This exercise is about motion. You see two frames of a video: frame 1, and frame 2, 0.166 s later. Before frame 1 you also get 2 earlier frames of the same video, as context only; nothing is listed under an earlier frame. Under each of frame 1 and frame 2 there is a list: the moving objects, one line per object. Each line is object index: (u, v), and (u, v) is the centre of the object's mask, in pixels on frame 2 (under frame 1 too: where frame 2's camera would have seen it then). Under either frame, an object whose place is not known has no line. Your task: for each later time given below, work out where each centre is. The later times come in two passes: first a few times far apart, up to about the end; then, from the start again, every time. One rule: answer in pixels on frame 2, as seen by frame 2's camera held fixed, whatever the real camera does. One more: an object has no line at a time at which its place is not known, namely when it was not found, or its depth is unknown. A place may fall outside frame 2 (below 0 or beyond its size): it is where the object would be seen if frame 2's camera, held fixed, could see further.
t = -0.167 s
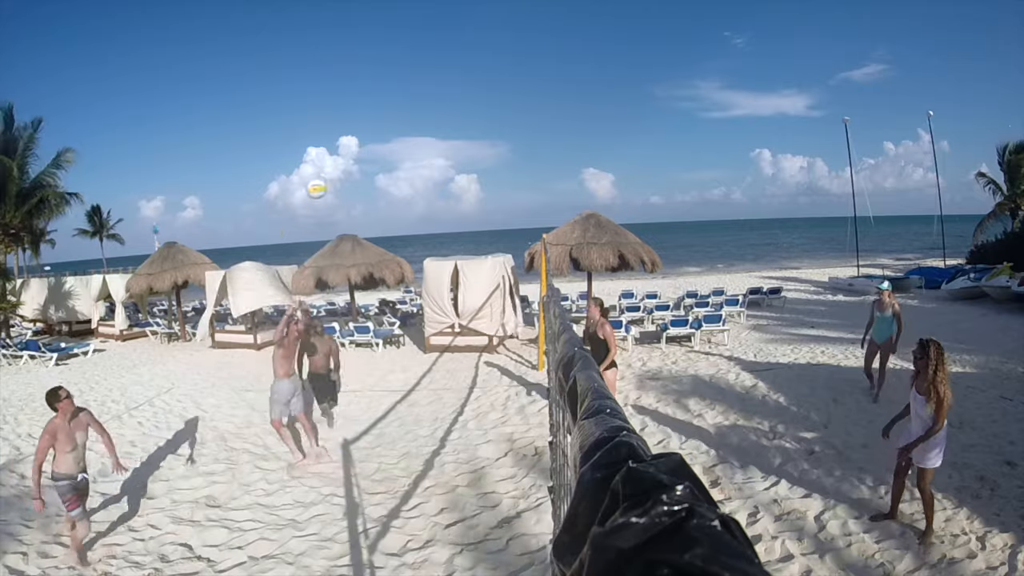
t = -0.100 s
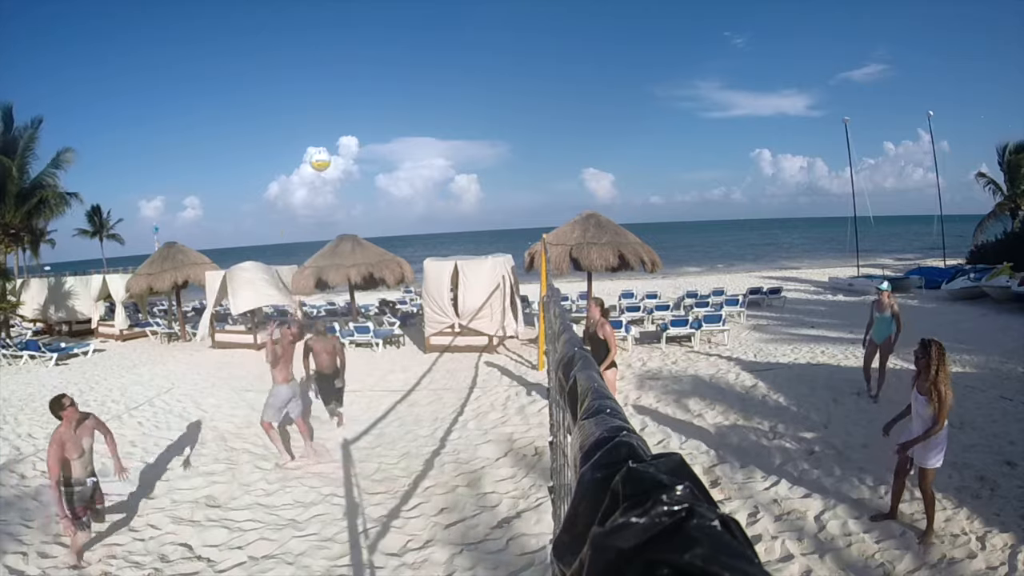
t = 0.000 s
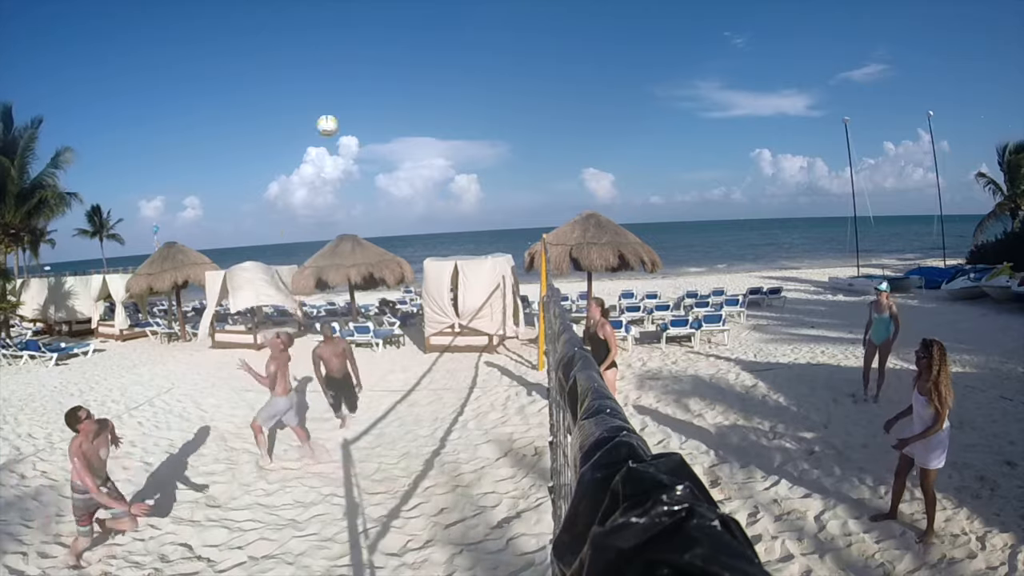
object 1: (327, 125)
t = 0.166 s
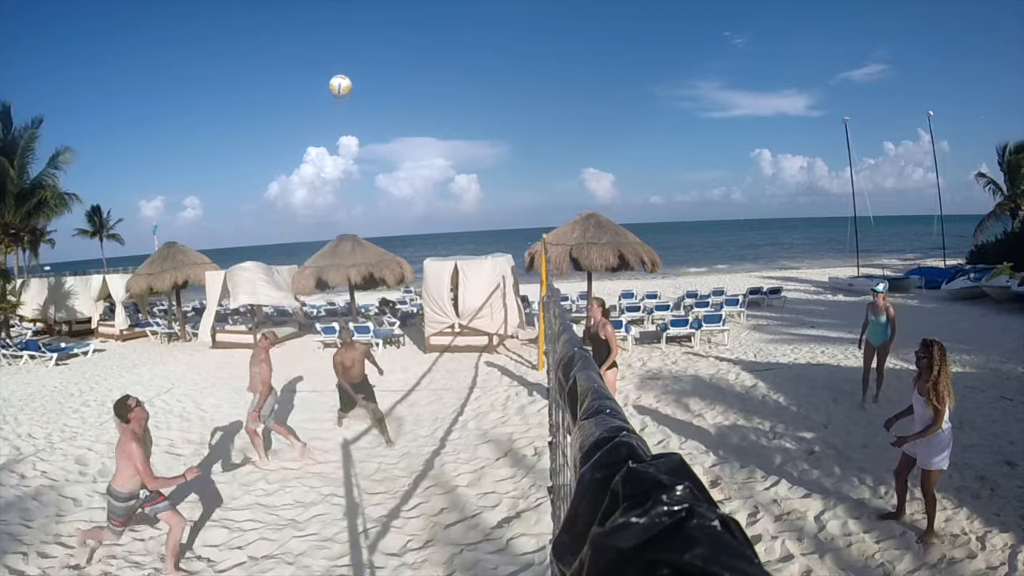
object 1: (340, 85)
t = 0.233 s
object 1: (346, 76)
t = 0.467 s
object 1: (368, 80)
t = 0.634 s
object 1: (388, 125)
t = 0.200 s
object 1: (343, 80)
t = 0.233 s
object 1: (346, 76)
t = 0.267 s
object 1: (349, 74)
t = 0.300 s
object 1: (352, 72)
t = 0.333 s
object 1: (355, 72)
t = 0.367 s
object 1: (358, 72)
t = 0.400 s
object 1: (361, 73)
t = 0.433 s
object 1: (365, 76)
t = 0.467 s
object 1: (368, 80)
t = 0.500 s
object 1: (372, 86)
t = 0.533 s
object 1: (376, 93)
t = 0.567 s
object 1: (379, 102)
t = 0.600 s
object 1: (384, 113)
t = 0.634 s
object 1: (388, 125)
